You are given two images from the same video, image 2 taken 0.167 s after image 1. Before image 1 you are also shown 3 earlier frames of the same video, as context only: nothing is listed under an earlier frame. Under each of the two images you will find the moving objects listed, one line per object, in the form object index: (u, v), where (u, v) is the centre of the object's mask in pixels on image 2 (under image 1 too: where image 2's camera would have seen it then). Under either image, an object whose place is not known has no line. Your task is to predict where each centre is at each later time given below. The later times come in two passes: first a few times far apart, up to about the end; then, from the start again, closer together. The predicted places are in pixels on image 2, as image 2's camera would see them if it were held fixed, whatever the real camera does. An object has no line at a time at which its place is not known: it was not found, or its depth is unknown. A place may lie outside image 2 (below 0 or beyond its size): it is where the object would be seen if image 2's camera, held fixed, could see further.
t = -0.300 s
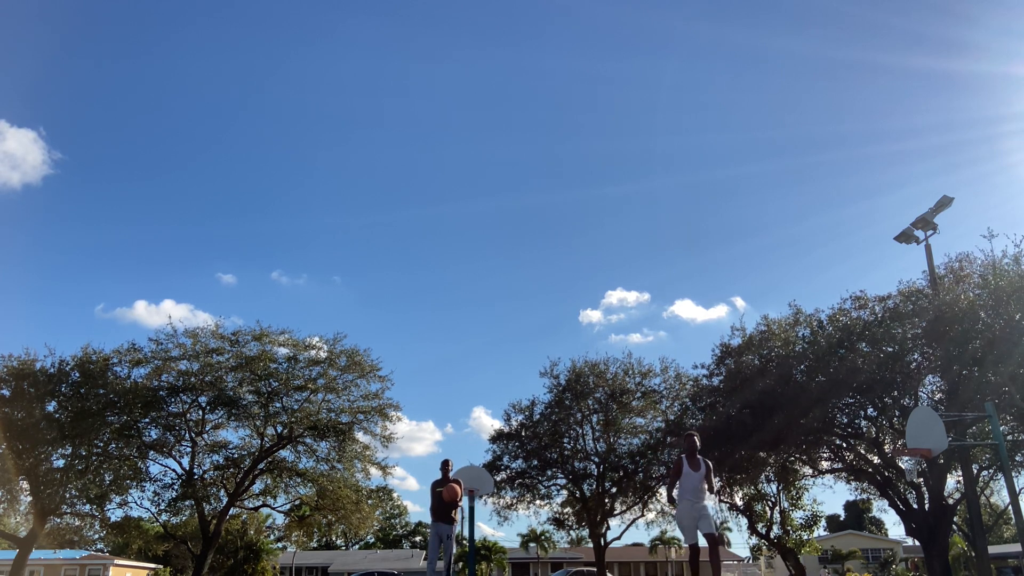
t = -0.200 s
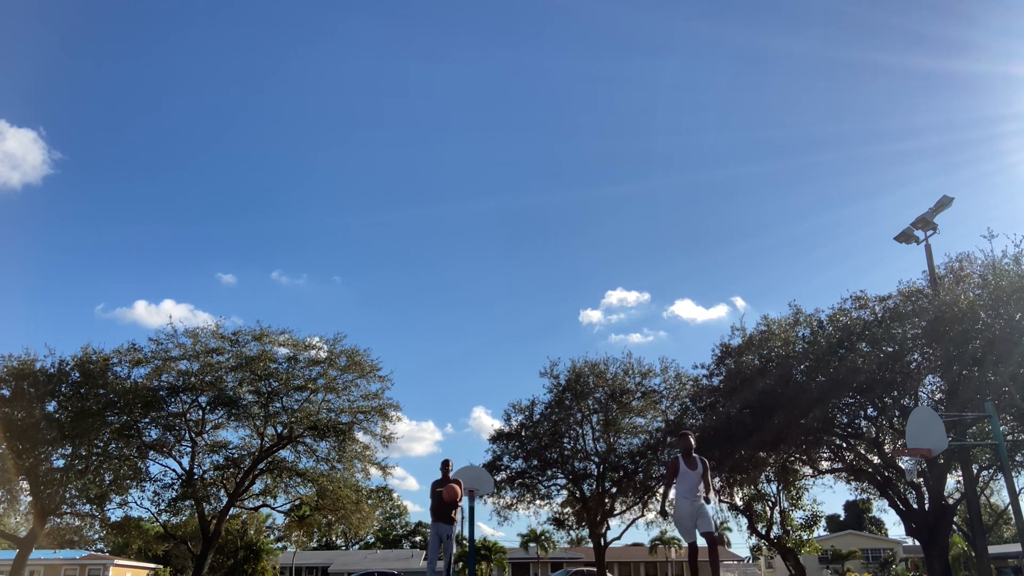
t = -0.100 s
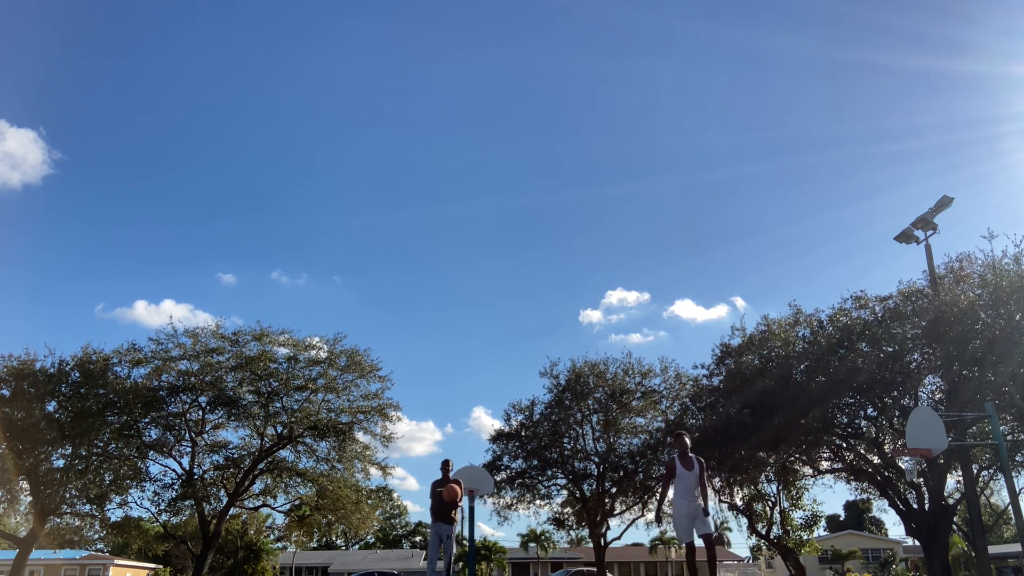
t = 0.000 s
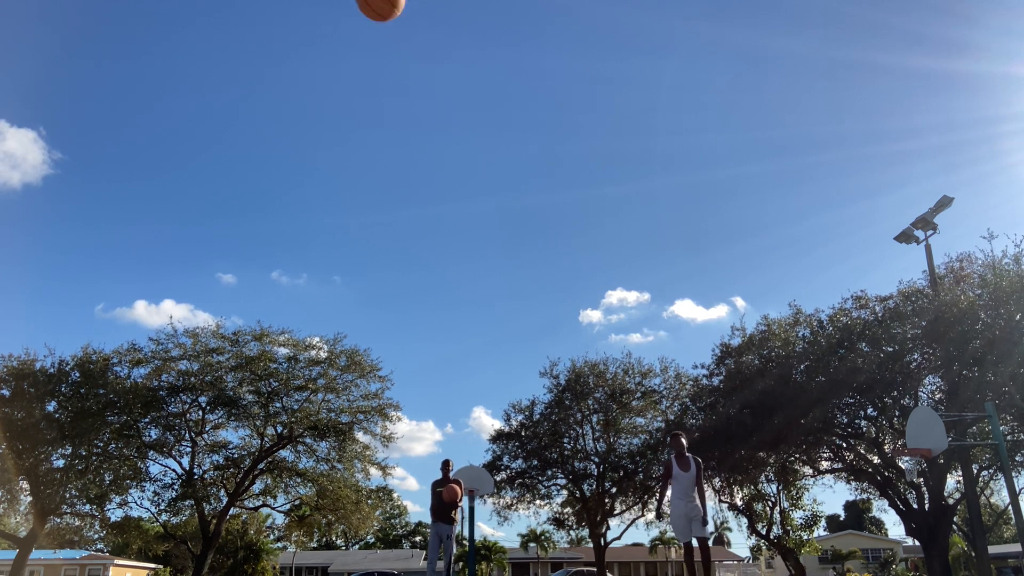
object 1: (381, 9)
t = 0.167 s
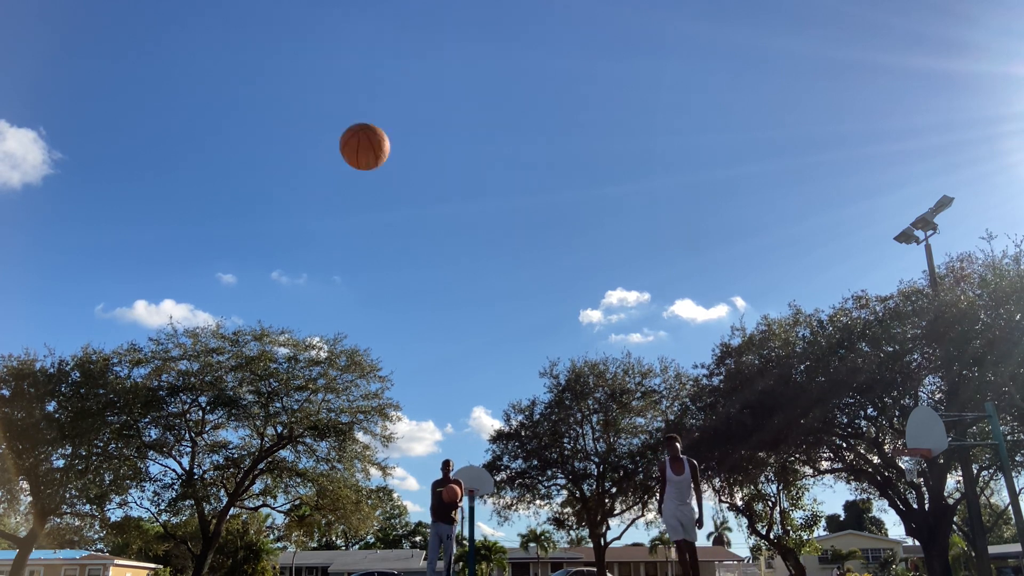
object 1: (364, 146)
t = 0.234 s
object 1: (358, 218)
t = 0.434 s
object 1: (337, 479)
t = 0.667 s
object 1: (322, 374)
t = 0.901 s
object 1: (309, 211)
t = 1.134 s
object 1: (293, 153)
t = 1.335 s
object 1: (274, 173)
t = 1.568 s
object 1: (244, 279)
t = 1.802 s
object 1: (198, 506)
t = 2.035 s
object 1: (198, 391)
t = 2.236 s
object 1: (203, 280)
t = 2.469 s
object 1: (195, 256)
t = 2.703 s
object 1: (174, 330)
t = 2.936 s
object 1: (138, 514)
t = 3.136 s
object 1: (138, 448)
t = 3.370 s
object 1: (145, 335)
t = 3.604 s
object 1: (137, 335)
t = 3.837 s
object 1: (113, 444)
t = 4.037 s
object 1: (93, 533)
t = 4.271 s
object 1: (102, 389)
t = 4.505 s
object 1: (93, 374)
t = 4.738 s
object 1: (65, 479)
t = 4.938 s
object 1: (51, 506)
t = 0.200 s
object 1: (361, 181)
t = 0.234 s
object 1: (358, 218)
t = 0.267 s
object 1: (355, 256)
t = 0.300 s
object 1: (352, 296)
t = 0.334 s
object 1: (348, 338)
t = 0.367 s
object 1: (345, 383)
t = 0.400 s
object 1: (341, 429)
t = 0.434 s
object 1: (337, 479)
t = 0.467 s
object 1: (332, 530)
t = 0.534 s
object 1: (327, 538)
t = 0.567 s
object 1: (325, 491)
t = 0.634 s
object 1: (323, 409)
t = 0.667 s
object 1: (322, 374)
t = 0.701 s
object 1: (320, 342)
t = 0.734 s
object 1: (318, 314)
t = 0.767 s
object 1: (317, 289)
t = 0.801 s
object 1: (315, 266)
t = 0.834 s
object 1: (313, 245)
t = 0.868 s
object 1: (311, 227)
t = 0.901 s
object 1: (309, 211)
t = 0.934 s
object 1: (307, 197)
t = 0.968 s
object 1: (305, 185)
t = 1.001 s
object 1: (303, 175)
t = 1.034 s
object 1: (300, 167)
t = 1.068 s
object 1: (298, 160)
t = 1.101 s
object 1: (295, 156)
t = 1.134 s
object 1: (293, 153)
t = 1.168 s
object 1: (290, 152)
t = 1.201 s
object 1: (287, 153)
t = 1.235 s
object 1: (284, 155)
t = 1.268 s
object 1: (281, 159)
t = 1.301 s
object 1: (278, 165)
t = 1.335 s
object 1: (274, 173)
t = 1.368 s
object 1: (271, 182)
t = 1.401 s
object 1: (267, 193)
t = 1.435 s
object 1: (263, 206)
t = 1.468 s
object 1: (258, 221)
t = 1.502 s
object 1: (254, 239)
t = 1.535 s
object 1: (249, 258)
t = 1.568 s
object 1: (244, 279)
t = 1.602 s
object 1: (238, 303)
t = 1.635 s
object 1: (233, 330)
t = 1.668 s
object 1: (227, 359)
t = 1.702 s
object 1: (220, 391)
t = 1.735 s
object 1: (213, 426)
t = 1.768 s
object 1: (206, 465)
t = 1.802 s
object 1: (198, 506)
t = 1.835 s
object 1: (191, 551)
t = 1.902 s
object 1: (189, 528)
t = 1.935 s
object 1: (191, 488)
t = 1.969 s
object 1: (194, 452)
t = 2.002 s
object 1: (197, 419)
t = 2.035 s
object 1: (198, 391)
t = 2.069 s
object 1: (200, 366)
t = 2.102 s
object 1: (201, 343)
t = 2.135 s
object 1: (202, 323)
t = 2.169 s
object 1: (203, 307)
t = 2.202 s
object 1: (202, 292)
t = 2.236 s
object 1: (203, 280)
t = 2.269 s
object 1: (202, 270)
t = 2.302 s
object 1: (202, 263)
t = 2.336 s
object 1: (201, 257)
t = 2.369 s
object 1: (200, 254)
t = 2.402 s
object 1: (198, 252)
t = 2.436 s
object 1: (196, 253)
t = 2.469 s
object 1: (195, 256)
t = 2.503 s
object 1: (193, 260)
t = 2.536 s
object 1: (190, 267)
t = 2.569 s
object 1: (187, 275)
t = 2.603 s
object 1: (184, 286)
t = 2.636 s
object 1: (181, 299)
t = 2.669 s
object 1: (178, 313)
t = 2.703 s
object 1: (174, 330)
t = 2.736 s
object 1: (170, 349)
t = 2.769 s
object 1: (165, 370)
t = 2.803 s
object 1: (161, 394)
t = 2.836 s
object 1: (156, 420)
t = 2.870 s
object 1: (150, 449)
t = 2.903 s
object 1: (144, 480)
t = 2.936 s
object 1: (138, 514)
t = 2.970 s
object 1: (132, 551)
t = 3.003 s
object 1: (129, 563)
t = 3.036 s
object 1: (130, 541)
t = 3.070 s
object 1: (133, 507)
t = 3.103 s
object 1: (135, 476)
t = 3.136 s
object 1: (138, 448)
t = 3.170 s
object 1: (140, 424)
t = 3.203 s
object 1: (142, 403)
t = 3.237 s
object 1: (143, 384)
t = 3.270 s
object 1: (144, 368)
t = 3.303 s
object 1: (145, 355)
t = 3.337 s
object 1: (145, 344)
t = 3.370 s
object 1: (145, 335)
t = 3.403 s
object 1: (145, 329)
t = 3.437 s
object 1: (144, 325)
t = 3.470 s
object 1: (143, 323)
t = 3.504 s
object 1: (142, 323)
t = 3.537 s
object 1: (141, 325)
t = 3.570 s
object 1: (139, 329)
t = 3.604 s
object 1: (137, 335)
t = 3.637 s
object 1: (135, 344)
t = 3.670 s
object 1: (132, 354)
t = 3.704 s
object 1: (129, 368)
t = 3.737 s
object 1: (125, 383)
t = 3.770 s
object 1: (122, 401)
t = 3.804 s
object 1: (118, 421)
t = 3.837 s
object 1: (113, 444)
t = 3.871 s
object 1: (109, 470)
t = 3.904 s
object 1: (104, 498)
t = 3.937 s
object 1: (98, 530)
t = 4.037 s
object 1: (93, 533)
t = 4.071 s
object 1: (95, 503)
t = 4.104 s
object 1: (97, 477)
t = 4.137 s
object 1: (99, 453)
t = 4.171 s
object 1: (100, 433)
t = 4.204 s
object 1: (101, 415)
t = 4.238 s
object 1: (102, 401)
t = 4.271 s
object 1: (102, 389)
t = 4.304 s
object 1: (102, 380)
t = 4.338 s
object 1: (102, 373)
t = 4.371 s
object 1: (101, 368)
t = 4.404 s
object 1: (99, 366)
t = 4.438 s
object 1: (98, 366)
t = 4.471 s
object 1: (96, 369)
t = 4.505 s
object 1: (93, 374)
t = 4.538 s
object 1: (91, 381)
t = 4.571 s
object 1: (87, 391)
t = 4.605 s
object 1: (84, 403)
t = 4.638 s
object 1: (80, 418)
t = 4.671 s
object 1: (75, 436)
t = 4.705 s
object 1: (70, 456)
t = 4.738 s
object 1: (65, 479)
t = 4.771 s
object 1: (59, 505)
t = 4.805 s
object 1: (52, 534)
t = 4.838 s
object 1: (47, 558)
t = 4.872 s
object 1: (46, 555)
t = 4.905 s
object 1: (48, 533)
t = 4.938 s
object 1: (51, 506)
